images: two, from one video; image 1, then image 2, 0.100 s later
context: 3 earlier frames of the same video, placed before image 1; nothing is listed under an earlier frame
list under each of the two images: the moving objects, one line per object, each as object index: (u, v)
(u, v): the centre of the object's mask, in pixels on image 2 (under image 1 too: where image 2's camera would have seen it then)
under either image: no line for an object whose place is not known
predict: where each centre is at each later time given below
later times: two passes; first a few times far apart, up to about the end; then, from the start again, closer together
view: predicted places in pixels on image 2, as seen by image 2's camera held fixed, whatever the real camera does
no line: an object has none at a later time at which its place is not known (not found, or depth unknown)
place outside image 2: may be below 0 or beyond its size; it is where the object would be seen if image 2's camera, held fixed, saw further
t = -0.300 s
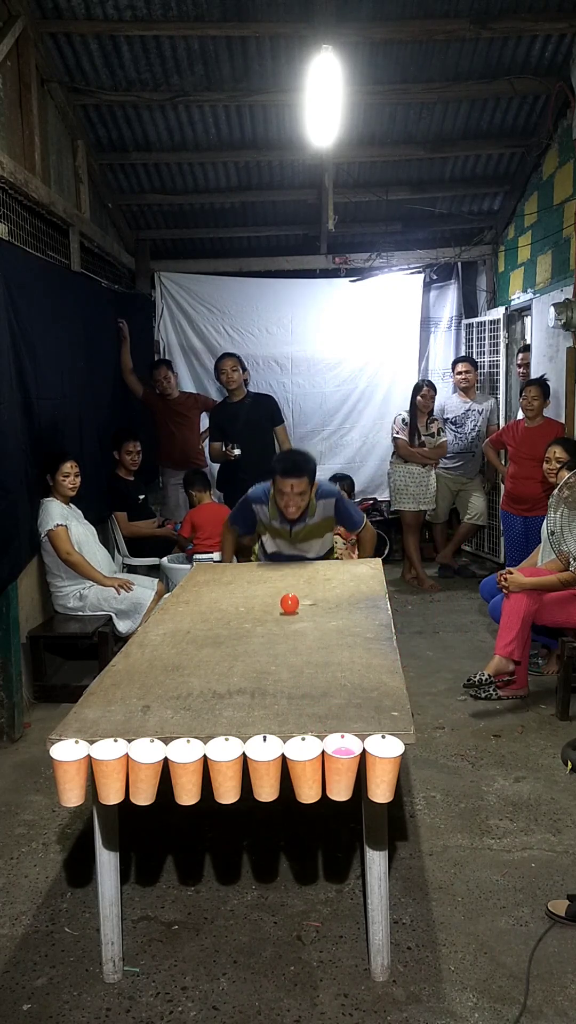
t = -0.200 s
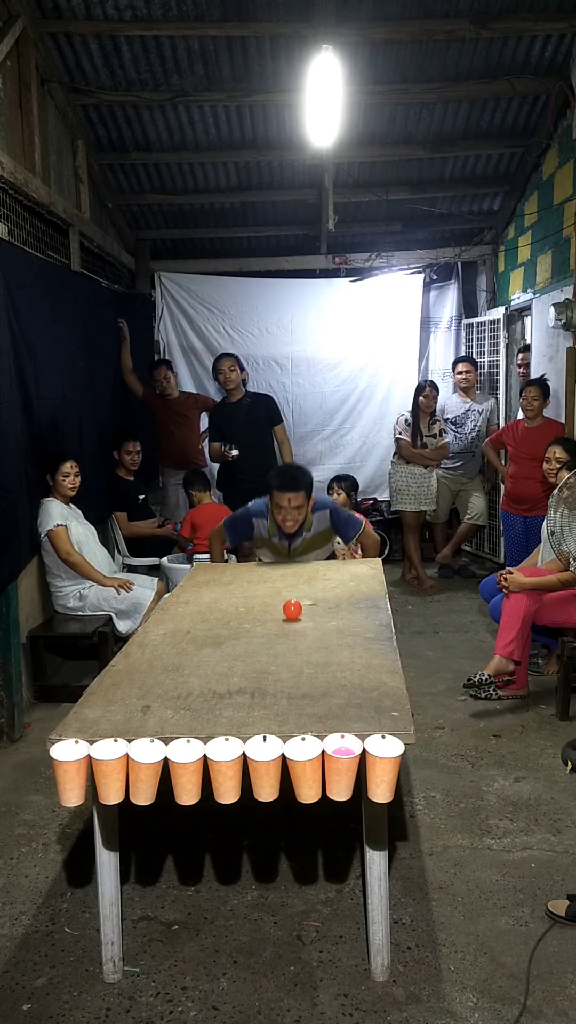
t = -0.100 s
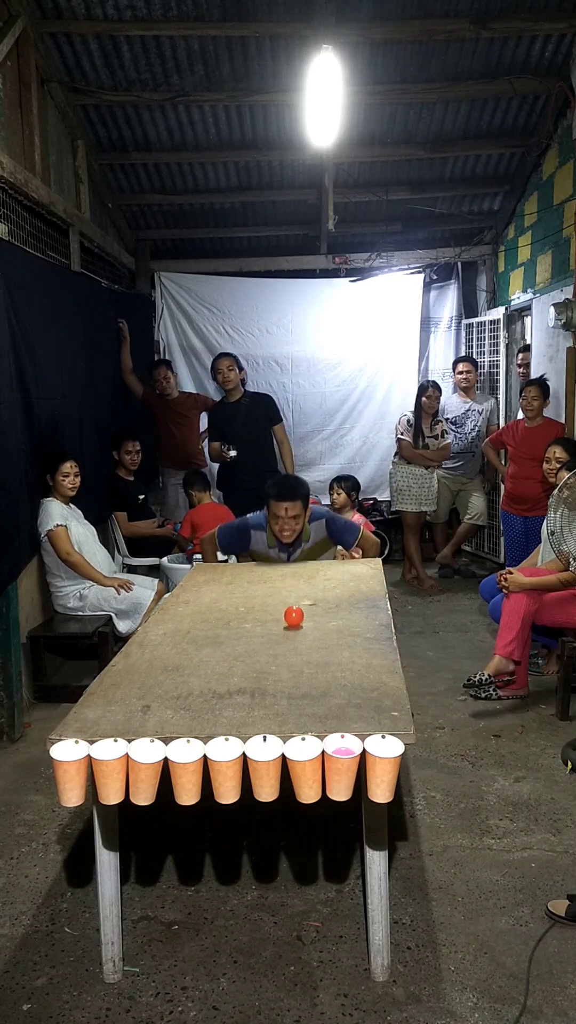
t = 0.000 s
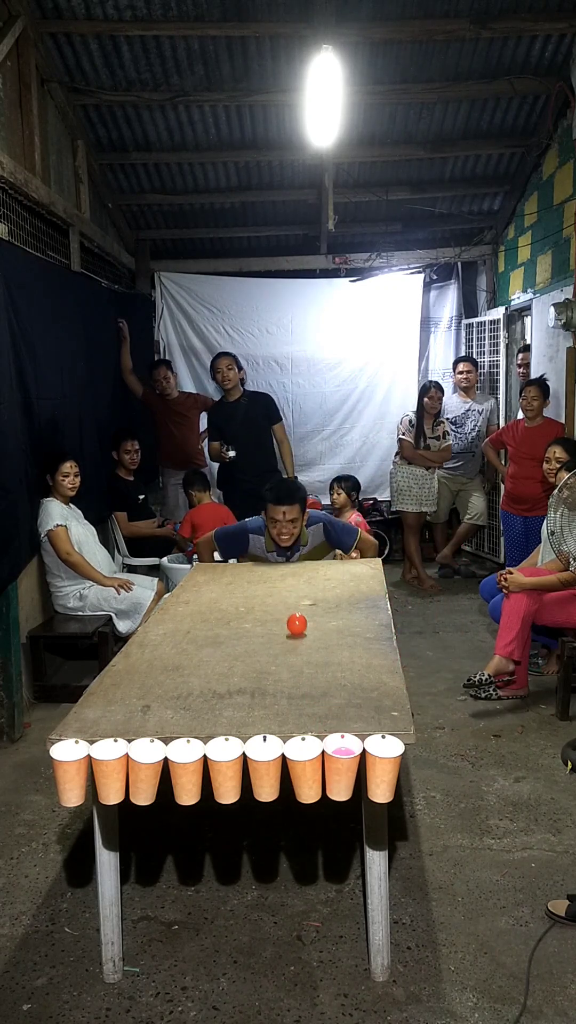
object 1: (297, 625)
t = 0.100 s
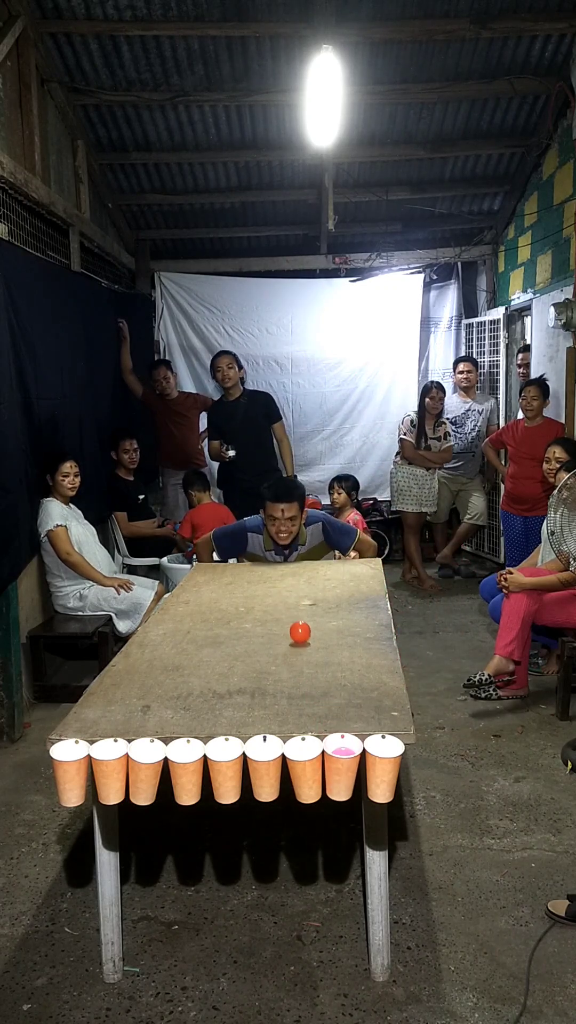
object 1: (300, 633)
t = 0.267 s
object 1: (306, 646)
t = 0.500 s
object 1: (318, 668)
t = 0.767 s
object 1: (336, 696)
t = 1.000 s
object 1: (352, 725)
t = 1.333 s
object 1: (337, 959)
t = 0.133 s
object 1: (301, 636)
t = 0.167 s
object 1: (302, 638)
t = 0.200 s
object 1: (303, 641)
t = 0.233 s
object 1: (305, 643)
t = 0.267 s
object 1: (306, 646)
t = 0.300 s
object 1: (308, 649)
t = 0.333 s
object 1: (309, 653)
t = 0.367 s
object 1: (311, 655)
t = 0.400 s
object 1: (312, 658)
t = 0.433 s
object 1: (314, 660)
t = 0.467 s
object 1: (316, 664)
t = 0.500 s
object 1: (318, 668)
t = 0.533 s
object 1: (320, 670)
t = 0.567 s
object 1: (322, 674)
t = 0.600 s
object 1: (324, 677)
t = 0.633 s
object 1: (326, 682)
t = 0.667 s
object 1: (328, 685)
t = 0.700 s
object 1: (330, 689)
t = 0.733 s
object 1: (333, 692)
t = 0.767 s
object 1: (336, 696)
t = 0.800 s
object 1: (339, 700)
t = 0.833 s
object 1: (341, 704)
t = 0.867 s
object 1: (343, 708)
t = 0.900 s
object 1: (345, 712)
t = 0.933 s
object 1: (347, 716)
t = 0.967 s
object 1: (350, 719)
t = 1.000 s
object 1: (352, 725)
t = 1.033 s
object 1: (353, 736)
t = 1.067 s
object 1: (352, 742)
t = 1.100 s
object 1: (350, 749)
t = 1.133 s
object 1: (348, 762)
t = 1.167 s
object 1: (346, 780)
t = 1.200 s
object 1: (344, 807)
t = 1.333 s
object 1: (337, 959)
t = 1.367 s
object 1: (336, 1001)
